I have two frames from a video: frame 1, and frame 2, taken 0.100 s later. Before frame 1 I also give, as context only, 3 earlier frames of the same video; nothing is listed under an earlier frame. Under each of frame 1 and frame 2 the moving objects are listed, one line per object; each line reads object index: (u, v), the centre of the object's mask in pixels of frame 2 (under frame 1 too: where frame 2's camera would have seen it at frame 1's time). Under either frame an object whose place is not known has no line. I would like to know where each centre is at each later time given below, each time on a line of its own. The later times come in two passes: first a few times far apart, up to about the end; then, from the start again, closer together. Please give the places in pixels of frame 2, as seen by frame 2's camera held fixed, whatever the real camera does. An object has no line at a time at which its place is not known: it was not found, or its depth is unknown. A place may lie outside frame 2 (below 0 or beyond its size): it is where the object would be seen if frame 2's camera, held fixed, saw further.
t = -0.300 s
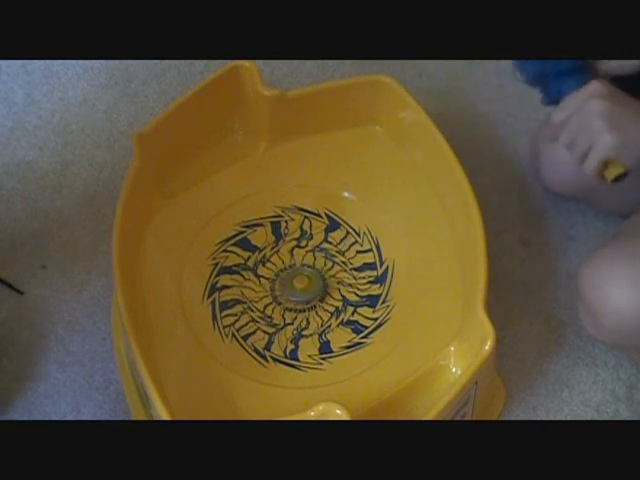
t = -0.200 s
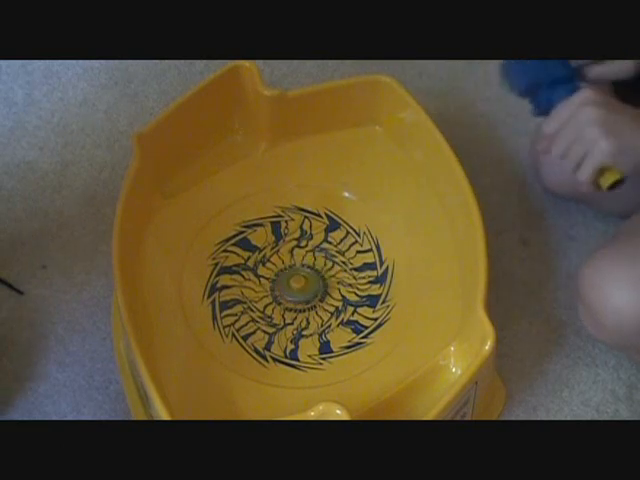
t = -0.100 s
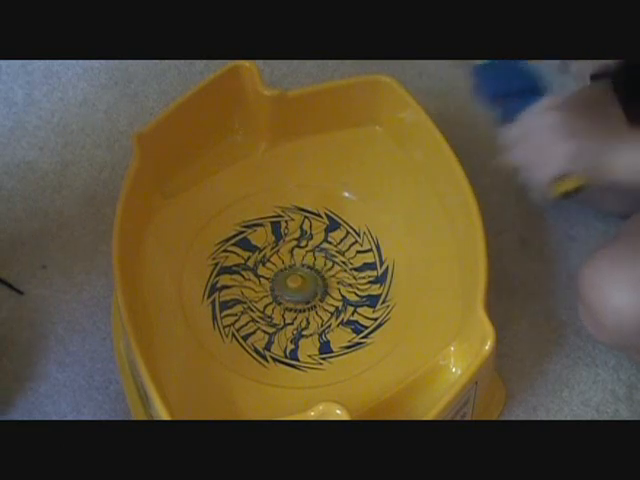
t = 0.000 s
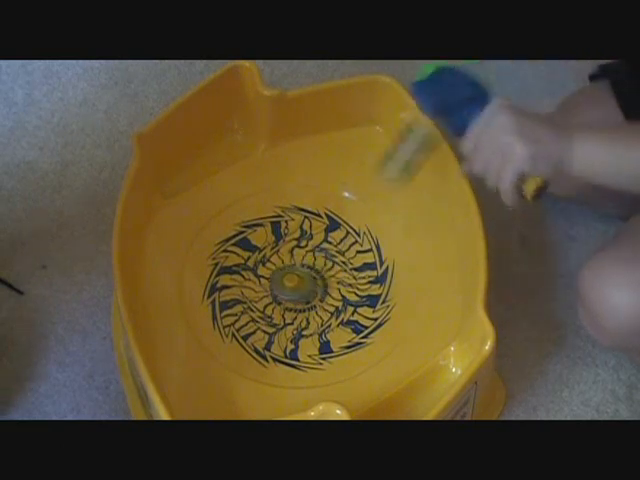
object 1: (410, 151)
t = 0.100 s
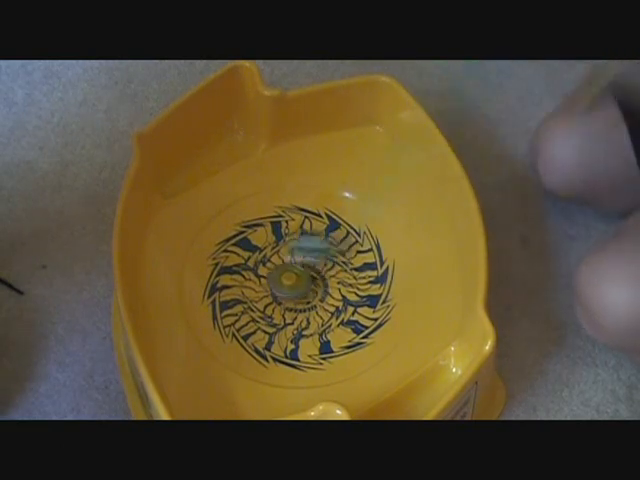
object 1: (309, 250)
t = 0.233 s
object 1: (181, 288)
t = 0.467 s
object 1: (212, 343)
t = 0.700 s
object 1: (282, 355)
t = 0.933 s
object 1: (332, 333)
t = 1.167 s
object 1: (352, 292)
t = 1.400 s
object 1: (354, 258)
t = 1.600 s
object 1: (341, 235)
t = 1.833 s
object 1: (314, 226)
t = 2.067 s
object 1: (292, 236)
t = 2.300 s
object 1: (279, 244)
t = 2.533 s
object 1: (273, 258)
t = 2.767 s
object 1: (274, 262)
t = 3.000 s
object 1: (279, 267)
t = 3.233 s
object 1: (289, 268)
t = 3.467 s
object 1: (298, 271)
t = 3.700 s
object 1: (317, 240)
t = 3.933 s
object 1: (311, 239)
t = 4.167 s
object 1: (298, 250)
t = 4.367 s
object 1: (293, 262)
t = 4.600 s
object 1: (289, 279)
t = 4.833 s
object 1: (288, 284)
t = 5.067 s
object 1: (287, 288)
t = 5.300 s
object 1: (290, 293)
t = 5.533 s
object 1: (291, 294)
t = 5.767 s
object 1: (292, 290)
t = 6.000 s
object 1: (290, 283)
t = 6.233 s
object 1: (289, 275)
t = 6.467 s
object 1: (289, 270)
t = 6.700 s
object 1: (290, 264)
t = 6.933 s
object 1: (293, 263)
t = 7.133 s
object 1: (289, 260)
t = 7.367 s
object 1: (288, 262)
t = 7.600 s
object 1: (297, 269)
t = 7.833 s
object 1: (302, 274)
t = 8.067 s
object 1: (298, 277)
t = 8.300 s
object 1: (281, 278)
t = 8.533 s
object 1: (275, 283)
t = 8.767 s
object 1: (274, 284)
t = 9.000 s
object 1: (276, 285)
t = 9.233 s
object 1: (285, 283)
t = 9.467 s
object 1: (294, 279)
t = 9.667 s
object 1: (273, 288)
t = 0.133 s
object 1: (279, 251)
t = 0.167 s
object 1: (248, 257)
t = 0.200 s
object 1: (214, 268)
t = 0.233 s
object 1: (181, 288)
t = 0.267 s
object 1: (160, 295)
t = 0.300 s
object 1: (161, 296)
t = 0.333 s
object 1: (170, 303)
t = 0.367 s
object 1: (181, 316)
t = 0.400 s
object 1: (192, 328)
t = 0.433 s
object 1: (200, 333)
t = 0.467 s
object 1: (212, 343)
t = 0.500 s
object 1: (223, 347)
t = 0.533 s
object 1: (233, 351)
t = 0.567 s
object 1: (246, 354)
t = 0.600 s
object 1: (255, 356)
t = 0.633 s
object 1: (264, 356)
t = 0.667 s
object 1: (275, 355)
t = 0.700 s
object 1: (282, 355)
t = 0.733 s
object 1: (291, 354)
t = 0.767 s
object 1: (299, 352)
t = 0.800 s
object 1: (307, 349)
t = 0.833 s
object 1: (313, 346)
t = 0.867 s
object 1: (320, 343)
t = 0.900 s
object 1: (326, 338)
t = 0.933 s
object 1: (332, 333)
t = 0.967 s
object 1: (336, 328)
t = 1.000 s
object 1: (341, 323)
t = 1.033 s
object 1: (345, 317)
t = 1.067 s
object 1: (348, 311)
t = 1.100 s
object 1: (349, 306)
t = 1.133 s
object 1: (352, 299)
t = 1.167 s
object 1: (352, 292)
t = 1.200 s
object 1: (353, 288)
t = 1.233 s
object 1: (353, 284)
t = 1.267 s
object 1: (354, 277)
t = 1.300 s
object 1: (353, 272)
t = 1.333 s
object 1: (353, 267)
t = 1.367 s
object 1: (353, 263)
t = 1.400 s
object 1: (354, 258)
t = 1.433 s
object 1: (353, 254)
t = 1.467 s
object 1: (351, 251)
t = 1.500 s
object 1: (349, 246)
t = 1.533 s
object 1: (347, 242)
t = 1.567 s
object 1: (343, 238)
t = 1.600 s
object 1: (341, 235)
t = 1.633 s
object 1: (338, 233)
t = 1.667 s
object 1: (334, 231)
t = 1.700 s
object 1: (330, 230)
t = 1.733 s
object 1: (325, 227)
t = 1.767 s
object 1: (322, 227)
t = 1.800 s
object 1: (318, 226)
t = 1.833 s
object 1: (314, 226)
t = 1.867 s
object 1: (309, 227)
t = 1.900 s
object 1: (306, 228)
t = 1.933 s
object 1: (304, 229)
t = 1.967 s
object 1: (302, 230)
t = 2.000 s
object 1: (300, 232)
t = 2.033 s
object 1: (294, 234)
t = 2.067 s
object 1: (292, 236)
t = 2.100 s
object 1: (290, 239)
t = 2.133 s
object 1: (288, 241)
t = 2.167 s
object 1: (287, 240)
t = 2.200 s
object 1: (285, 240)
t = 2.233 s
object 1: (284, 240)
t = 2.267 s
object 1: (281, 242)
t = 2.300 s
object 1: (279, 244)
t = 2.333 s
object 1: (277, 247)
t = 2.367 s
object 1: (276, 249)
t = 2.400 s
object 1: (276, 252)
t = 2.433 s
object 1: (275, 255)
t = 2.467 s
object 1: (275, 256)
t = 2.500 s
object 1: (274, 256)
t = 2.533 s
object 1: (273, 258)
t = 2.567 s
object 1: (273, 259)
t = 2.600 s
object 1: (273, 260)
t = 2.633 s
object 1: (274, 261)
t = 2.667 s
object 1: (273, 261)
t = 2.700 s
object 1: (273, 261)
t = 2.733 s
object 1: (274, 261)
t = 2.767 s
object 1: (274, 262)
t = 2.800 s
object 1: (275, 262)
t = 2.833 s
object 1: (275, 263)
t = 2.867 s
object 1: (275, 264)
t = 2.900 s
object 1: (276, 267)
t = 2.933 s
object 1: (277, 268)
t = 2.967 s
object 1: (277, 268)
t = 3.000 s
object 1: (279, 267)
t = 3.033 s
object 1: (280, 266)
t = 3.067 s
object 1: (282, 266)
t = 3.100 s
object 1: (282, 266)
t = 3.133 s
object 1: (284, 266)
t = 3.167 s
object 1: (285, 267)
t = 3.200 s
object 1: (287, 267)
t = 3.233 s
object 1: (289, 268)
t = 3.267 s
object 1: (290, 269)
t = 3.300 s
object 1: (290, 269)
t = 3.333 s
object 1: (292, 269)
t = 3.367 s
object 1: (293, 270)
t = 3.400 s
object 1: (295, 270)
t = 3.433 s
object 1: (297, 271)
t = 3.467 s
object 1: (298, 271)
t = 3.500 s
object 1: (299, 271)
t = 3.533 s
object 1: (300, 271)
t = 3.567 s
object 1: (303, 267)
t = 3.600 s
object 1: (308, 259)
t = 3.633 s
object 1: (311, 252)
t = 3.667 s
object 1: (315, 245)
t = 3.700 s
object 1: (317, 240)
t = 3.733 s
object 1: (317, 238)
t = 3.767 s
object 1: (317, 237)
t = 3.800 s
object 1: (317, 236)
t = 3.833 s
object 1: (315, 237)
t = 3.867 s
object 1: (314, 237)
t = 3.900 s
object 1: (312, 238)
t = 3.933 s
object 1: (311, 239)
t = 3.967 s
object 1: (308, 240)
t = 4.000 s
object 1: (307, 242)
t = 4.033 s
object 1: (305, 243)
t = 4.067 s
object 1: (304, 245)
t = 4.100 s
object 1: (303, 246)
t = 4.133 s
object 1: (300, 248)
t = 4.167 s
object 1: (298, 250)
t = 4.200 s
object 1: (298, 252)
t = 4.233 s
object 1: (297, 254)
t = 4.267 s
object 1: (296, 256)
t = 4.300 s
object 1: (295, 258)
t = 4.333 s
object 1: (294, 262)
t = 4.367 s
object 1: (293, 262)
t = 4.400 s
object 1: (293, 266)
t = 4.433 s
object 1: (292, 269)
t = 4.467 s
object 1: (292, 271)
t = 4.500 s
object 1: (292, 273)
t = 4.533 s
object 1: (291, 276)
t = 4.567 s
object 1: (290, 278)
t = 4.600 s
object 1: (289, 279)
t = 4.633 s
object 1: (290, 279)
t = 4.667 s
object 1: (289, 279)
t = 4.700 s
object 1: (289, 279)
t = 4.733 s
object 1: (289, 281)
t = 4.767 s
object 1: (289, 282)
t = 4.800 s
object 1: (289, 283)
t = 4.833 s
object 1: (288, 284)
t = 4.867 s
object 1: (288, 284)
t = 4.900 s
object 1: (287, 284)
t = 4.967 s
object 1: (287, 285)
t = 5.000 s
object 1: (287, 286)
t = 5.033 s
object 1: (286, 286)
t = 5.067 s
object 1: (287, 288)
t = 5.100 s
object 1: (287, 289)
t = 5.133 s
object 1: (289, 290)
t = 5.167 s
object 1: (289, 291)
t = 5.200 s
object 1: (289, 292)
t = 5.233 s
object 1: (289, 292)
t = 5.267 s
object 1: (290, 293)
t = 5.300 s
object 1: (290, 293)
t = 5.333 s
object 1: (290, 293)
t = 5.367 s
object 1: (290, 294)
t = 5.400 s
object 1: (290, 294)
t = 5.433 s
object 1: (290, 294)
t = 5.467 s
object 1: (290, 294)
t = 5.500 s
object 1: (291, 294)
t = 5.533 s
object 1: (291, 294)
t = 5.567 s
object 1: (291, 294)
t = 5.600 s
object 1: (291, 294)
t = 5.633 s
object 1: (291, 293)
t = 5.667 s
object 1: (291, 292)
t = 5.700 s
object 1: (292, 292)
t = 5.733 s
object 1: (291, 291)
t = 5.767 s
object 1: (292, 290)
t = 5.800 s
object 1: (291, 289)
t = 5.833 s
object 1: (291, 289)
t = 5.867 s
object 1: (290, 288)
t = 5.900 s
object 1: (290, 287)
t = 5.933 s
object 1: (290, 286)
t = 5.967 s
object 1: (290, 285)
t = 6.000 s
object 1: (290, 283)
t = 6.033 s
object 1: (290, 282)
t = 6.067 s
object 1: (290, 281)
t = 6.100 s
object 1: (290, 280)
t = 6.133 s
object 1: (290, 278)
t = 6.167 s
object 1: (290, 277)
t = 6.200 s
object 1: (289, 276)
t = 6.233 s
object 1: (289, 275)
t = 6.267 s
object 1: (289, 275)
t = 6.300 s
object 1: (289, 274)
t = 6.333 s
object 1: (289, 272)
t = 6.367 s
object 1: (289, 272)
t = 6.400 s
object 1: (289, 271)
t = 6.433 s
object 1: (289, 270)
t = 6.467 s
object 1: (289, 270)
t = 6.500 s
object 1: (289, 269)
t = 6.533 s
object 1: (290, 268)
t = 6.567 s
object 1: (290, 267)
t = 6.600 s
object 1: (289, 266)
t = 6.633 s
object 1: (289, 266)
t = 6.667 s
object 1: (289, 265)
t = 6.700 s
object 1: (290, 264)
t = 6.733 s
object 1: (290, 264)
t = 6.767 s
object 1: (290, 263)
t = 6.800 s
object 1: (291, 263)
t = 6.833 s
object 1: (291, 263)
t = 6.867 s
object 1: (292, 263)
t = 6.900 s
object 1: (292, 263)
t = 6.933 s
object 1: (293, 263)
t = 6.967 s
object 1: (293, 262)
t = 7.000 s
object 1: (293, 262)
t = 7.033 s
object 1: (294, 262)
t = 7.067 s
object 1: (294, 262)
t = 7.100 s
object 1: (293, 261)
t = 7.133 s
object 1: (289, 260)
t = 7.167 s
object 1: (287, 259)
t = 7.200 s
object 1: (286, 259)
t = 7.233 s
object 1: (285, 260)
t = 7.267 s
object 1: (286, 260)
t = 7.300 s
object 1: (286, 260)
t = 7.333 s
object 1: (287, 260)
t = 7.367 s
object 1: (288, 262)
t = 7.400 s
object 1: (289, 263)
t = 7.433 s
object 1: (290, 263)
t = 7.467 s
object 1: (292, 265)
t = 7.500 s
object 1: (293, 266)
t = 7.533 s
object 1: (294, 267)
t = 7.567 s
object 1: (296, 268)
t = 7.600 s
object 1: (297, 269)
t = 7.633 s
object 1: (298, 270)
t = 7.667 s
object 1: (300, 271)
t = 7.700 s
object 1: (301, 272)
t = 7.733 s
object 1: (302, 273)
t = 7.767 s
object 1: (303, 274)
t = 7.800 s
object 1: (304, 275)
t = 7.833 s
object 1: (302, 274)
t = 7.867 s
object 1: (300, 275)
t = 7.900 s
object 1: (299, 274)
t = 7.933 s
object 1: (298, 275)
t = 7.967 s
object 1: (298, 276)
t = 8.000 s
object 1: (298, 276)
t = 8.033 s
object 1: (298, 277)
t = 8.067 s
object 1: (298, 277)
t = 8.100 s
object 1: (295, 277)
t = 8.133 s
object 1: (291, 276)
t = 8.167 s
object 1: (287, 276)
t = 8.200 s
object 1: (284, 276)
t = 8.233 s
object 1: (282, 276)
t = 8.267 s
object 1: (281, 277)
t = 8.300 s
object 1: (281, 278)
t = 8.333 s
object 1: (278, 279)
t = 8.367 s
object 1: (277, 280)
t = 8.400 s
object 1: (277, 281)
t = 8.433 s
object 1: (277, 281)
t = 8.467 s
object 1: (275, 282)
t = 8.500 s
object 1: (275, 283)
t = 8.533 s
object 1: (275, 283)
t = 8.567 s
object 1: (274, 284)
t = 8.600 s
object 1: (274, 284)
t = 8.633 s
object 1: (274, 284)
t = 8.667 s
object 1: (274, 284)
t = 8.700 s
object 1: (274, 284)
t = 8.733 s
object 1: (274, 284)
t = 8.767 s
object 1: (274, 284)
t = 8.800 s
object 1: (274, 284)
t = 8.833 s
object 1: (275, 284)
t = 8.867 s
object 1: (275, 285)
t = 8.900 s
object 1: (275, 284)
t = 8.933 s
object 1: (276, 285)
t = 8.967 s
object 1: (276, 285)
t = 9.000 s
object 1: (276, 285)
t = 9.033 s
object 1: (277, 284)
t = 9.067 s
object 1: (278, 285)
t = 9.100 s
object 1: (280, 284)
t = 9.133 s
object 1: (281, 284)
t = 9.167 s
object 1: (282, 284)
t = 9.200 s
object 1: (283, 283)
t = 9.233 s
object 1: (285, 283)
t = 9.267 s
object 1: (286, 283)
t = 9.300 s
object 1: (288, 282)
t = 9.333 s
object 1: (289, 282)
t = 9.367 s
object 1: (290, 281)
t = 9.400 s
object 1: (291, 281)
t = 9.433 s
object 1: (293, 280)
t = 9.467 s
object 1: (294, 279)
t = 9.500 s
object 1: (296, 278)
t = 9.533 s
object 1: (297, 277)
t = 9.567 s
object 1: (296, 278)
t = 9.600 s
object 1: (289, 283)
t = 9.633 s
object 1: (279, 285)
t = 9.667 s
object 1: (273, 288)
